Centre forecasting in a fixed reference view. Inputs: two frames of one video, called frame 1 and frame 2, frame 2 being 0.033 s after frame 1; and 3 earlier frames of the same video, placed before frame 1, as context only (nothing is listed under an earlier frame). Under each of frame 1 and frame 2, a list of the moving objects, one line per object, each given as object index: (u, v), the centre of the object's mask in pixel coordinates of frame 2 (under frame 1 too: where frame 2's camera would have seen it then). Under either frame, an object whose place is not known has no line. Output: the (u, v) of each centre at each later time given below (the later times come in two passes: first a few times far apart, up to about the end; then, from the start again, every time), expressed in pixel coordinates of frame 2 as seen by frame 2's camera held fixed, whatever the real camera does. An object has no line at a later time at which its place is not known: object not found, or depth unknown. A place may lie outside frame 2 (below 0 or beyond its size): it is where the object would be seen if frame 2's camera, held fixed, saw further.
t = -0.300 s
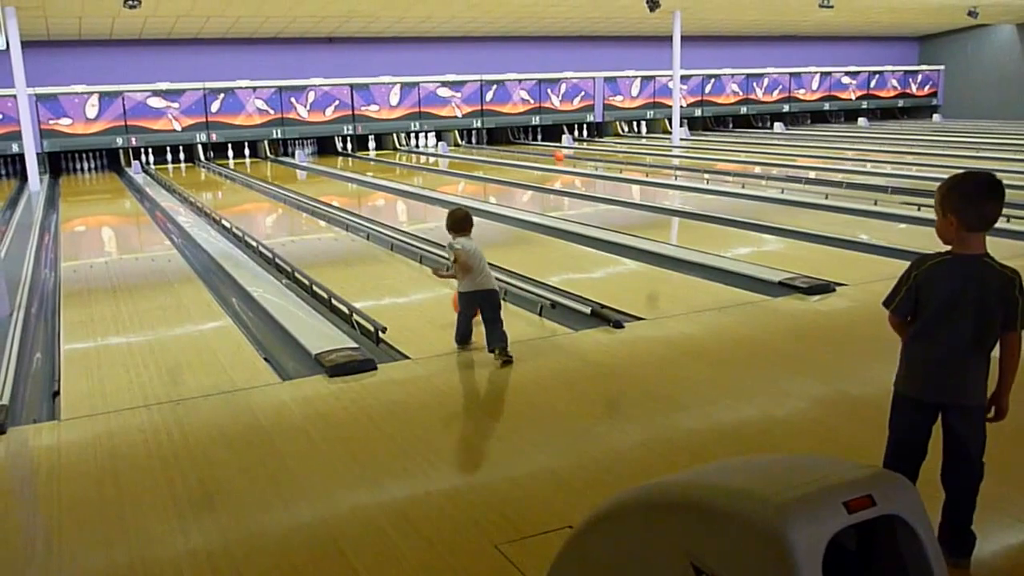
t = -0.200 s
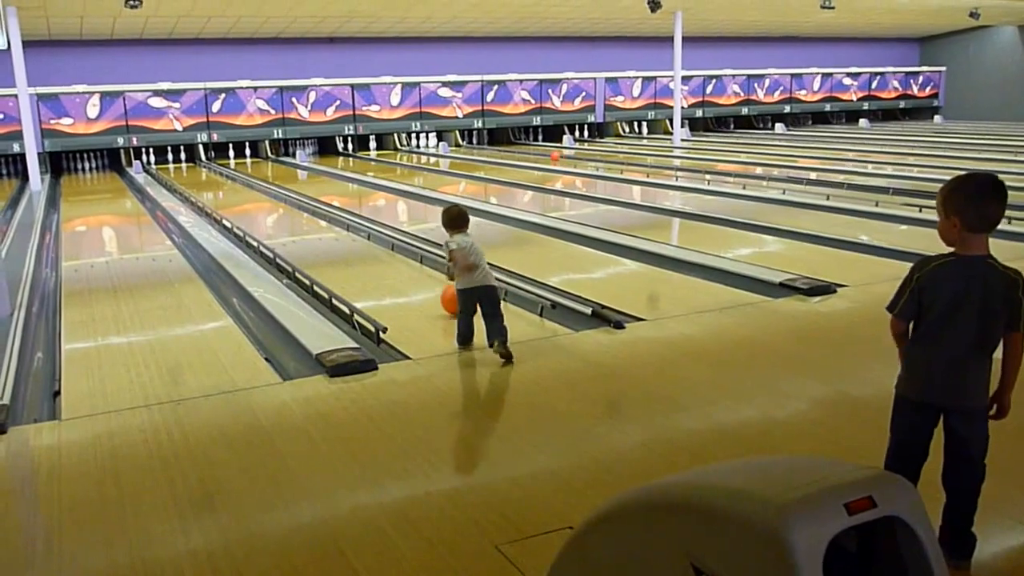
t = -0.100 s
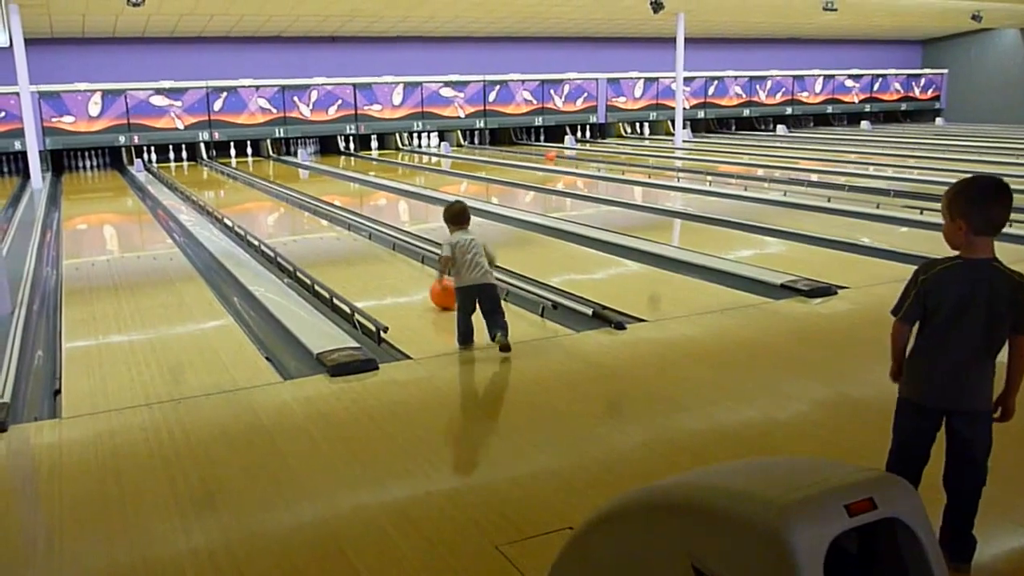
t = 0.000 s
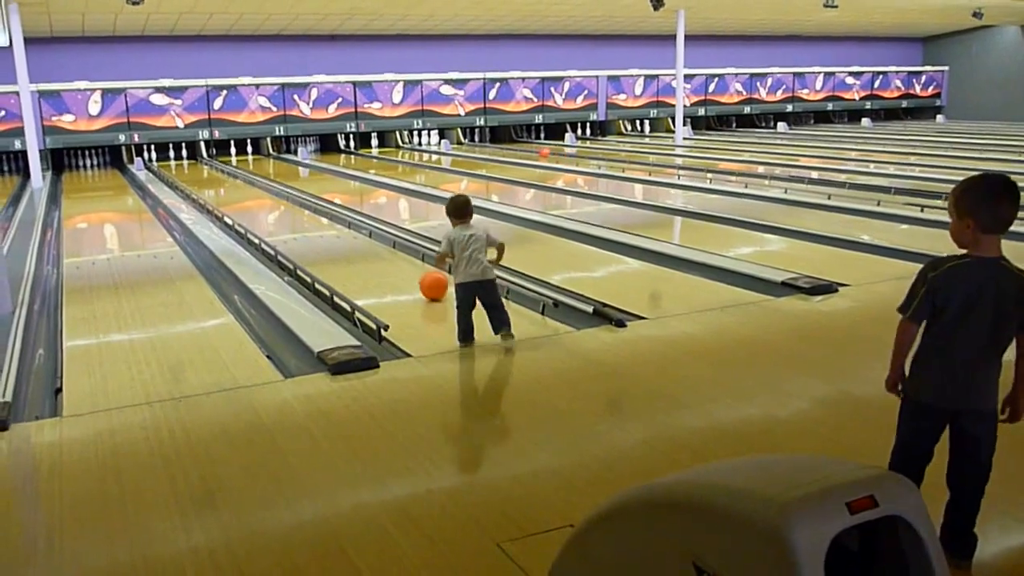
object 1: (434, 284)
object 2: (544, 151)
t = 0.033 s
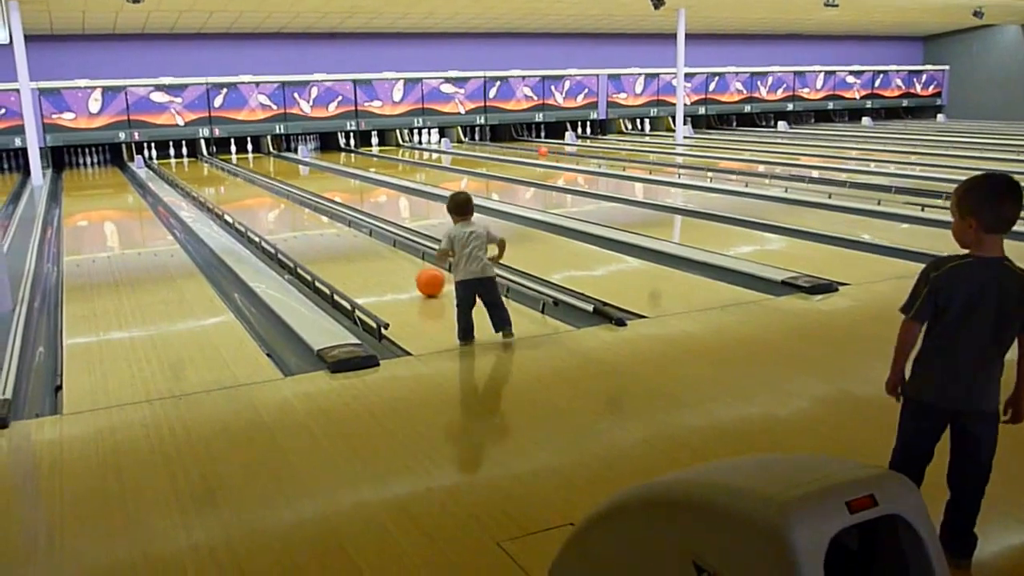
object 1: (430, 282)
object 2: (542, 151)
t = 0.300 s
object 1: (403, 268)
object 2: (530, 148)
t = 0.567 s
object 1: (380, 255)
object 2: (517, 146)
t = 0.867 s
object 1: (359, 245)
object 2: (504, 146)
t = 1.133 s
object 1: (341, 236)
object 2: (493, 144)
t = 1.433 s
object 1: (325, 228)
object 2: (481, 142)
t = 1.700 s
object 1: (311, 221)
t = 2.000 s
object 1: (297, 216)
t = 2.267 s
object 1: (286, 211)
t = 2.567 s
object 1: (275, 206)
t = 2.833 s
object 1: (265, 201)
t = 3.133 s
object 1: (257, 197)
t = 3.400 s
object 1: (250, 193)
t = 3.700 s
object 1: (232, 191)
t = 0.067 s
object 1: (426, 280)
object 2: (541, 151)
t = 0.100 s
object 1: (423, 278)
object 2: (539, 150)
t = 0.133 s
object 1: (420, 276)
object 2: (537, 149)
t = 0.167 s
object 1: (416, 274)
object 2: (535, 149)
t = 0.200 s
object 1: (413, 272)
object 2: (534, 149)
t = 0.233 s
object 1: (410, 271)
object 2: (533, 149)
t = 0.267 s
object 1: (406, 270)
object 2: (531, 149)
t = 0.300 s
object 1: (403, 268)
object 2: (530, 148)
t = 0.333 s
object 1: (400, 266)
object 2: (527, 148)
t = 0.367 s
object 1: (397, 265)
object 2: (526, 148)
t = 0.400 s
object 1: (395, 263)
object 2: (524, 148)
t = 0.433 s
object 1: (392, 262)
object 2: (523, 148)
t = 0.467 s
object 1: (389, 260)
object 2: (521, 147)
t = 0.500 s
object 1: (386, 259)
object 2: (519, 147)
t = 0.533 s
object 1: (383, 257)
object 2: (518, 147)
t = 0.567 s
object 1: (380, 255)
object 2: (517, 146)
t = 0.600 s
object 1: (378, 254)
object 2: (515, 147)
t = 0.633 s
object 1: (375, 253)
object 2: (514, 146)
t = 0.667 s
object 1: (373, 251)
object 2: (512, 146)
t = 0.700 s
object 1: (371, 251)
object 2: (511, 146)
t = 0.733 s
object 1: (368, 249)
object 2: (511, 146)
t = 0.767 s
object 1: (366, 248)
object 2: (509, 146)
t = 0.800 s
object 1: (364, 247)
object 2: (507, 146)
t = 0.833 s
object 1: (361, 246)
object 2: (506, 146)
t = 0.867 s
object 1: (359, 245)
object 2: (504, 146)
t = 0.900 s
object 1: (356, 244)
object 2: (503, 145)
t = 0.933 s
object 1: (354, 242)
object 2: (501, 145)
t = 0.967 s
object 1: (352, 241)
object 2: (500, 145)
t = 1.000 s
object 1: (350, 240)
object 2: (499, 145)
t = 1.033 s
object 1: (347, 239)
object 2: (497, 144)
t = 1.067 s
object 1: (346, 238)
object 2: (496, 144)
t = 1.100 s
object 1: (343, 237)
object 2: (494, 144)
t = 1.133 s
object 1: (341, 236)
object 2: (493, 144)
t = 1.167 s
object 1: (339, 235)
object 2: (492, 144)
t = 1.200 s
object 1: (338, 234)
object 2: (490, 143)
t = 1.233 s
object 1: (335, 233)
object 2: (489, 143)
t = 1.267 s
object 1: (334, 233)
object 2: (487, 143)
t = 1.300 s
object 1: (332, 232)
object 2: (486, 143)
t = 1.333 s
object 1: (330, 231)
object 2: (485, 142)
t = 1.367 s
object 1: (328, 230)
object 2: (483, 142)
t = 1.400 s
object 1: (326, 229)
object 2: (482, 142)
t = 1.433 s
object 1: (325, 228)
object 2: (481, 142)
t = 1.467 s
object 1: (323, 228)
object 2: (480, 142)
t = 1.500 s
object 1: (321, 226)
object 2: (478, 142)
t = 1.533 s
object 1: (319, 225)
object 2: (476, 142)
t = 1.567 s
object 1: (317, 224)
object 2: (475, 142)
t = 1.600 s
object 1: (316, 223)
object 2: (474, 142)
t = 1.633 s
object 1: (314, 222)
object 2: (473, 141)
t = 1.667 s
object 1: (312, 222)
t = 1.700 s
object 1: (311, 221)
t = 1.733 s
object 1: (310, 220)
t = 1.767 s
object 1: (308, 220)
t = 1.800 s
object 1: (306, 220)
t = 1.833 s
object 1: (304, 219)
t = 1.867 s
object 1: (303, 218)
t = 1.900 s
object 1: (301, 218)
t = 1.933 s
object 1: (300, 217)
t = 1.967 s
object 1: (299, 217)
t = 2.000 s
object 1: (297, 216)
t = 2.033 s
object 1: (296, 216)
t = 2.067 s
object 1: (294, 215)
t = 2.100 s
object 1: (293, 214)
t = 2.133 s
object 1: (292, 213)
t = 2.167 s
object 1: (290, 213)
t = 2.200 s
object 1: (289, 212)
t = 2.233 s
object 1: (288, 212)
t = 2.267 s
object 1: (286, 211)
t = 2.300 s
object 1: (285, 211)
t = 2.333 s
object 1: (283, 210)
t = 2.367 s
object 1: (282, 209)
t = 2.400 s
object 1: (281, 208)
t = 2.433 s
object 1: (280, 208)
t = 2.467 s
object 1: (279, 207)
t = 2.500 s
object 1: (278, 206)
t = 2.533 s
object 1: (277, 206)
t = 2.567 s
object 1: (275, 206)
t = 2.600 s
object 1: (273, 205)
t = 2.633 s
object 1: (272, 205)
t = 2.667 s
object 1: (271, 204)
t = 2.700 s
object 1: (270, 204)
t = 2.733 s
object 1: (269, 204)
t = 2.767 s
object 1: (267, 203)
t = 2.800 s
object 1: (267, 203)
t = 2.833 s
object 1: (265, 201)
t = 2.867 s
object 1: (265, 201)
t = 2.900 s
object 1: (264, 200)
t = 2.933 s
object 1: (262, 199)
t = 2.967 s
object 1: (262, 199)
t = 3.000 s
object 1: (261, 198)
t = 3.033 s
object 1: (260, 198)
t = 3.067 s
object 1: (259, 198)
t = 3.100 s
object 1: (258, 197)
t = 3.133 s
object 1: (257, 197)
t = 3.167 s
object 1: (255, 196)
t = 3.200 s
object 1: (255, 195)
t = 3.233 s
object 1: (255, 195)
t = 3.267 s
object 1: (255, 194)
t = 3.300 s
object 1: (254, 194)
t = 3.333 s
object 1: (253, 194)
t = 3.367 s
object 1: (251, 193)
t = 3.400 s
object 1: (250, 193)
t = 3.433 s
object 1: (249, 192)
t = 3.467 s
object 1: (248, 193)
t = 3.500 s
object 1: (247, 192)
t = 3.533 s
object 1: (246, 192)
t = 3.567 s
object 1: (245, 192)
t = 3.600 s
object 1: (245, 191)
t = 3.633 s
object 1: (241, 191)
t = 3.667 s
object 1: (237, 191)
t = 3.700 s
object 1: (232, 191)
